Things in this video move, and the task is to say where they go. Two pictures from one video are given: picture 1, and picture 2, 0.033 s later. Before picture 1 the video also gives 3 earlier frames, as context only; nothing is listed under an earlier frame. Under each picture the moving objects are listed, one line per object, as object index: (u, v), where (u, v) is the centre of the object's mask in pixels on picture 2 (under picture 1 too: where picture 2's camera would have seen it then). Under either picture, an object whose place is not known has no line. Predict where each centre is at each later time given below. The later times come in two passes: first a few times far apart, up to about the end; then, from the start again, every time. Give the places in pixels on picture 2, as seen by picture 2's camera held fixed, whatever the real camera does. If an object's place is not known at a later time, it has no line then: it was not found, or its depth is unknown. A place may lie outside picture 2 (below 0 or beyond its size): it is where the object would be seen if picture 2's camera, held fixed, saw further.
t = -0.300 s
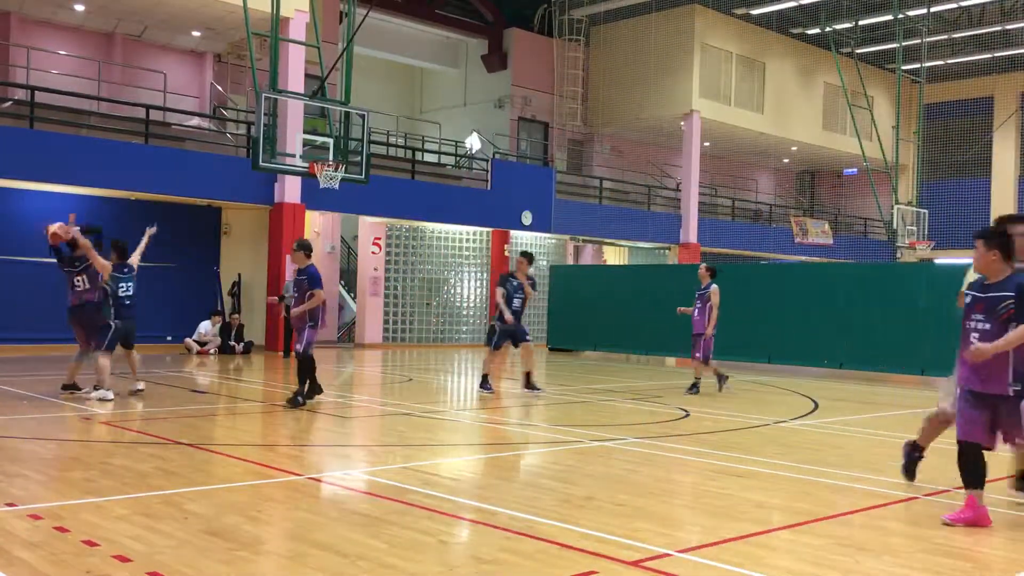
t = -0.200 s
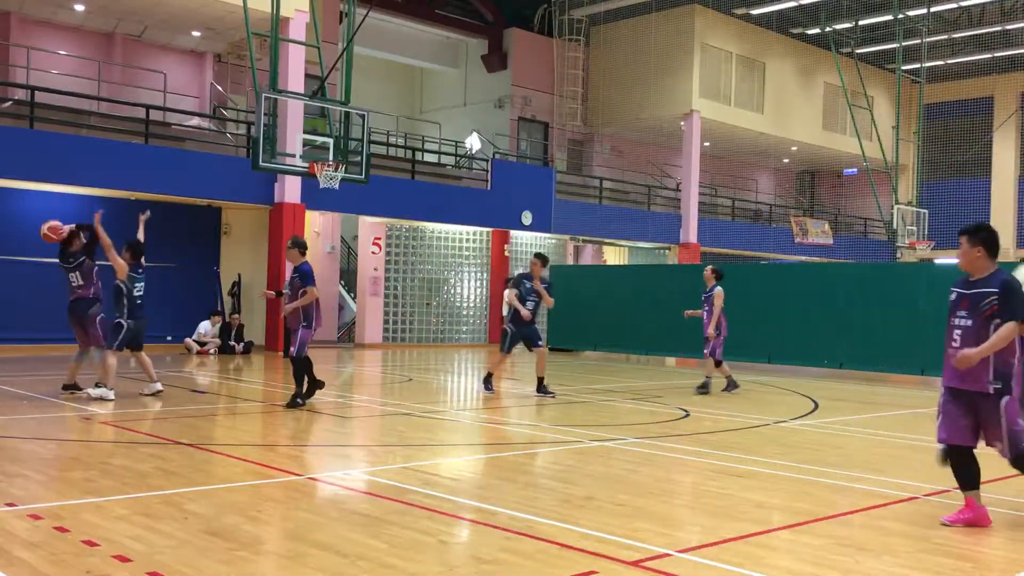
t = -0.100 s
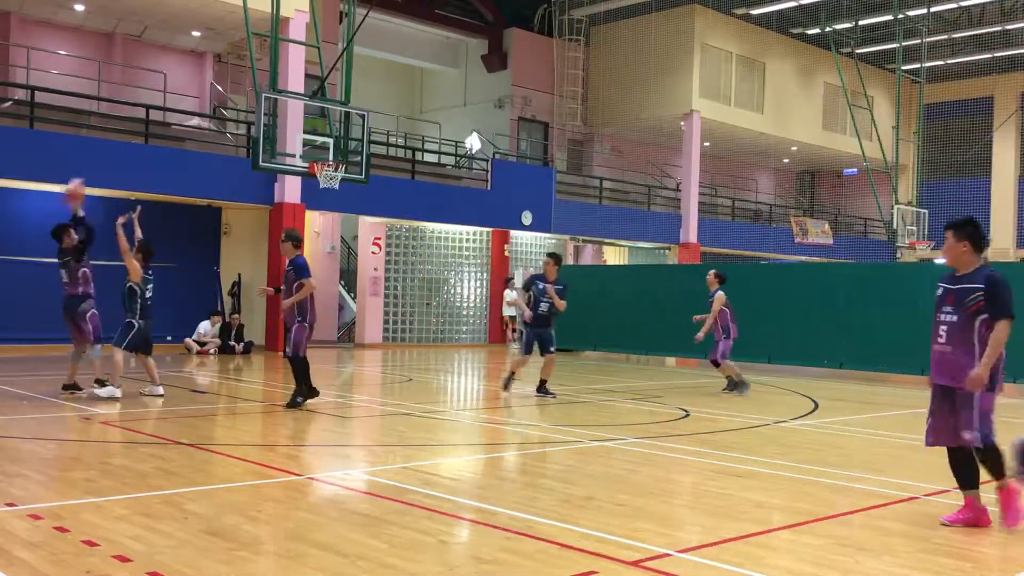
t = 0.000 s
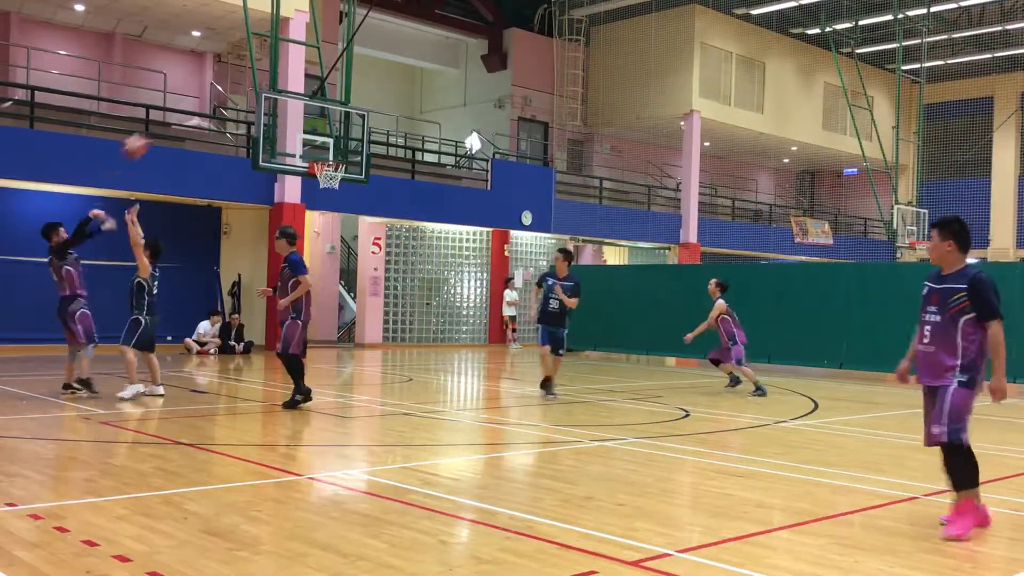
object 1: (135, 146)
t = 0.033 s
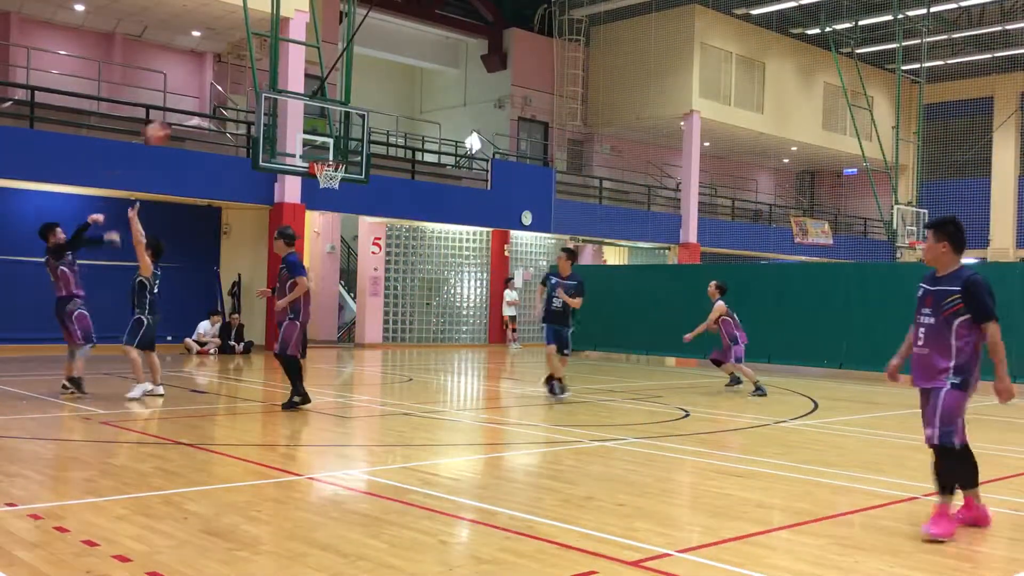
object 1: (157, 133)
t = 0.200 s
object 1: (251, 85)
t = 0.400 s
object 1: (349, 66)
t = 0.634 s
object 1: (453, 83)
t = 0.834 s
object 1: (535, 128)
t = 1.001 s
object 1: (595, 187)
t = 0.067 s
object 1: (176, 122)
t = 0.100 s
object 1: (195, 111)
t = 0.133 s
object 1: (214, 101)
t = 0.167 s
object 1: (232, 92)
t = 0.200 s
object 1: (251, 85)
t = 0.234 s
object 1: (267, 78)
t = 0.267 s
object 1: (284, 76)
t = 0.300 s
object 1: (302, 71)
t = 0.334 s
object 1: (317, 69)
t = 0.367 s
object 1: (333, 67)
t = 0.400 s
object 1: (349, 66)
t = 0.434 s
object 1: (366, 66)
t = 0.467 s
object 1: (381, 66)
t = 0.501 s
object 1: (397, 68)
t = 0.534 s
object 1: (411, 72)
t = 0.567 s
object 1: (425, 75)
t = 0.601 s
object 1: (439, 78)
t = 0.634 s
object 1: (453, 83)
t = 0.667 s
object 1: (468, 89)
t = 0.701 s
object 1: (484, 93)
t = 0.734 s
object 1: (495, 102)
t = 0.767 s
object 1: (511, 108)
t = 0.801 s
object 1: (522, 119)
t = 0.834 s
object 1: (535, 128)
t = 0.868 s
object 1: (547, 139)
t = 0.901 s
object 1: (561, 151)
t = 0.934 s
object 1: (571, 161)
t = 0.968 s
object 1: (583, 173)
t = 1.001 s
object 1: (595, 187)
